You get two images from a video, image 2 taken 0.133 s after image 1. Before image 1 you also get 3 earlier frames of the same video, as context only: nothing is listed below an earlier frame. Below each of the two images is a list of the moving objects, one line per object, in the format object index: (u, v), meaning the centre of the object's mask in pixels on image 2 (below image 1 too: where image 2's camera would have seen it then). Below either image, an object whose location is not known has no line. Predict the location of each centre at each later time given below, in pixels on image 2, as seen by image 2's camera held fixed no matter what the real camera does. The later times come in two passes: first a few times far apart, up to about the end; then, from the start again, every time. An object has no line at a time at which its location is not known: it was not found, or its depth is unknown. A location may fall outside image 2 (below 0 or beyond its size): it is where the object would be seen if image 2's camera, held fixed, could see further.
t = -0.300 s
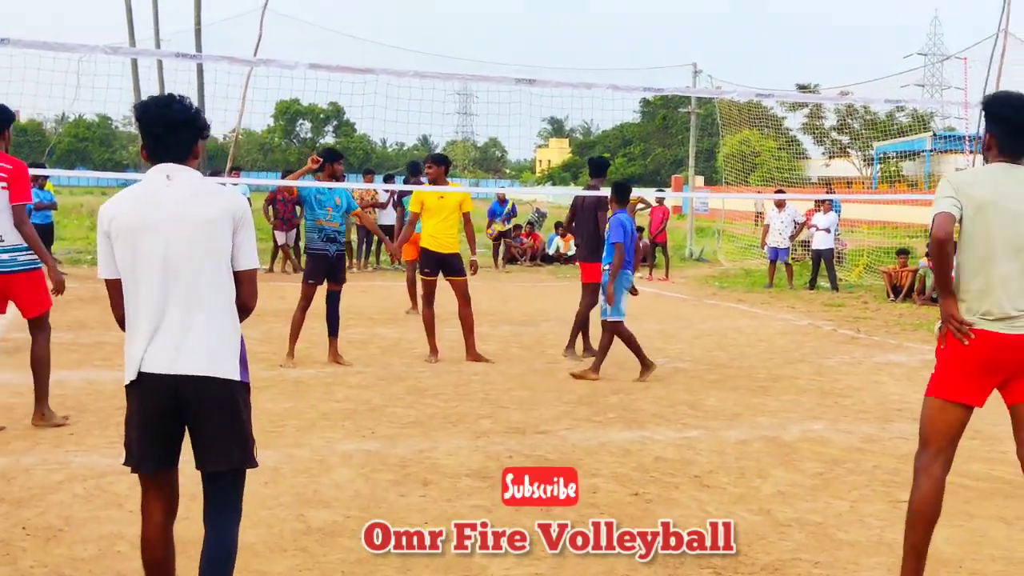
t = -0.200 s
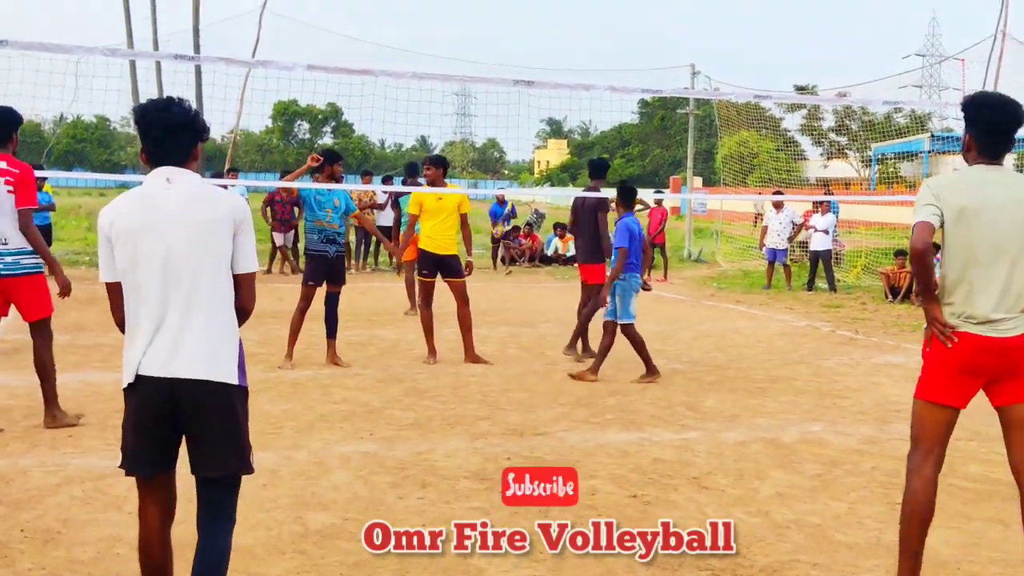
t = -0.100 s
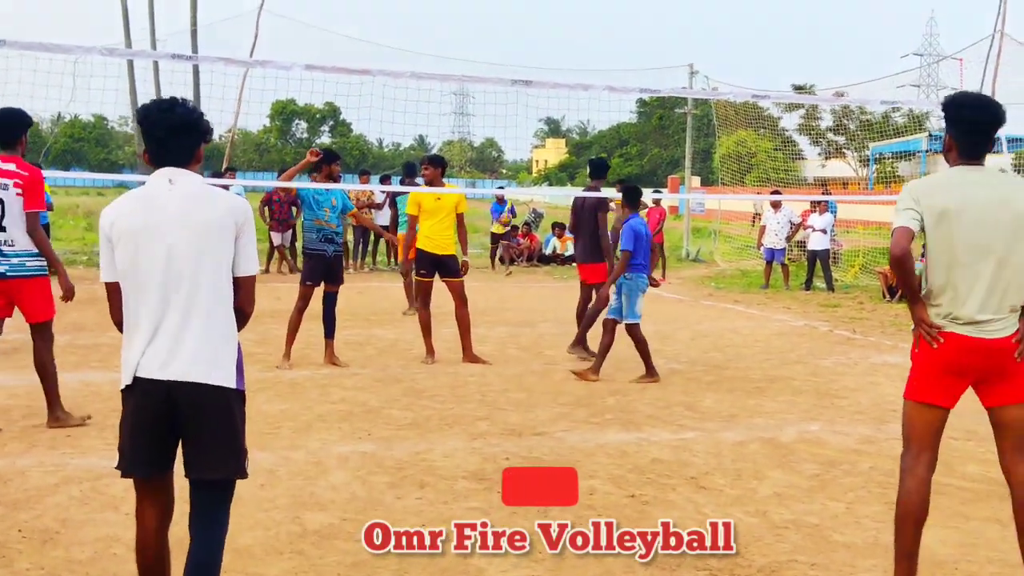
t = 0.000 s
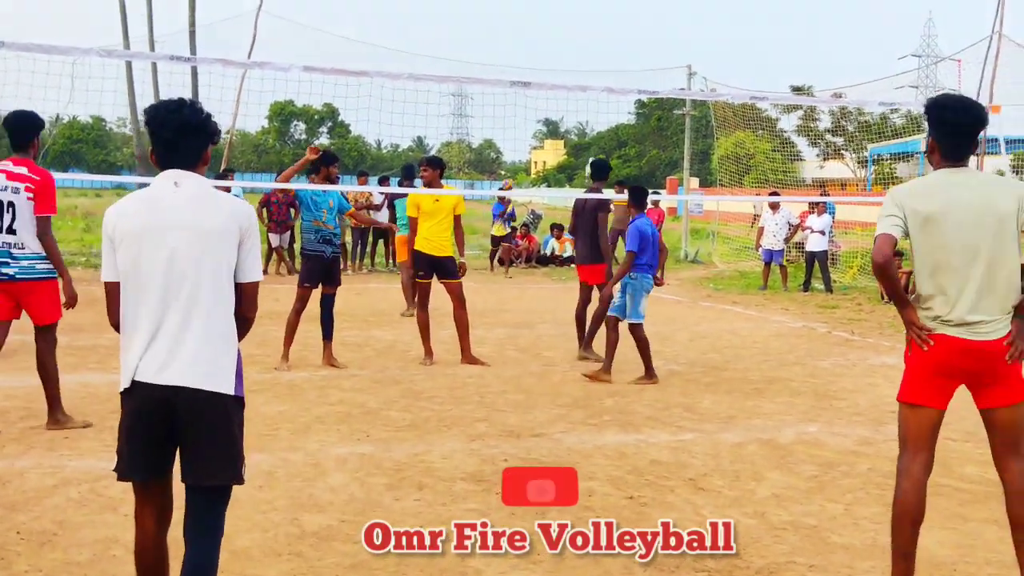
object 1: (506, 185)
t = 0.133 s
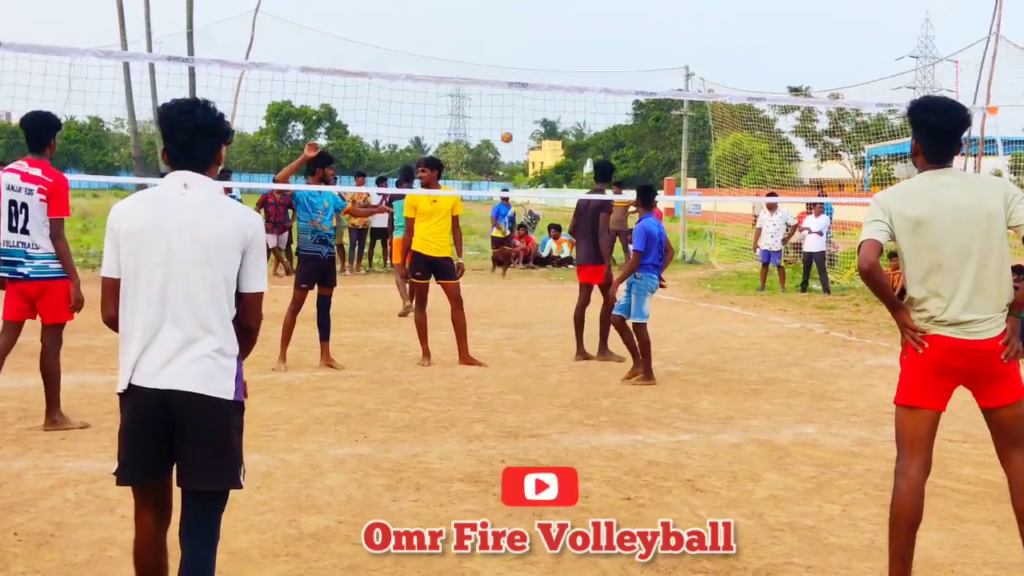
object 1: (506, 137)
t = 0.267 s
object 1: (506, 99)
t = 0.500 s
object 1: (505, 56)
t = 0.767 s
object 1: (501, 45)
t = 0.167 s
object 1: (506, 127)
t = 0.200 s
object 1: (506, 117)
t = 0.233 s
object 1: (506, 107)
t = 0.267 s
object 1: (506, 99)
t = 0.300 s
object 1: (506, 92)
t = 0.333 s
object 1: (507, 80)
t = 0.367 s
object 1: (506, 76)
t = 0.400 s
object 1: (505, 70)
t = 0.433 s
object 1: (505, 65)
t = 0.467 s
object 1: (505, 60)
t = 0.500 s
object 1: (505, 56)
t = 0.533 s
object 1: (504, 52)
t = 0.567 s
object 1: (504, 49)
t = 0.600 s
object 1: (503, 46)
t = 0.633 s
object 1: (503, 45)
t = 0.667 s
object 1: (503, 43)
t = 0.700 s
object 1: (502, 43)
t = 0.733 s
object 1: (502, 44)
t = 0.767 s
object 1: (501, 45)
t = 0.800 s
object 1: (500, 47)
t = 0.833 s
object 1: (500, 49)
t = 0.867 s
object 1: (499, 52)
